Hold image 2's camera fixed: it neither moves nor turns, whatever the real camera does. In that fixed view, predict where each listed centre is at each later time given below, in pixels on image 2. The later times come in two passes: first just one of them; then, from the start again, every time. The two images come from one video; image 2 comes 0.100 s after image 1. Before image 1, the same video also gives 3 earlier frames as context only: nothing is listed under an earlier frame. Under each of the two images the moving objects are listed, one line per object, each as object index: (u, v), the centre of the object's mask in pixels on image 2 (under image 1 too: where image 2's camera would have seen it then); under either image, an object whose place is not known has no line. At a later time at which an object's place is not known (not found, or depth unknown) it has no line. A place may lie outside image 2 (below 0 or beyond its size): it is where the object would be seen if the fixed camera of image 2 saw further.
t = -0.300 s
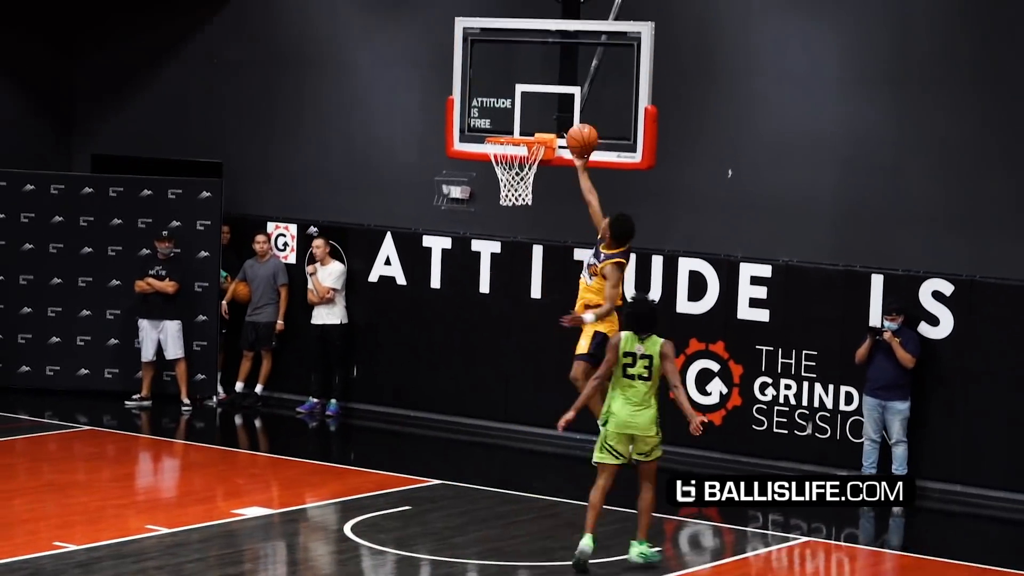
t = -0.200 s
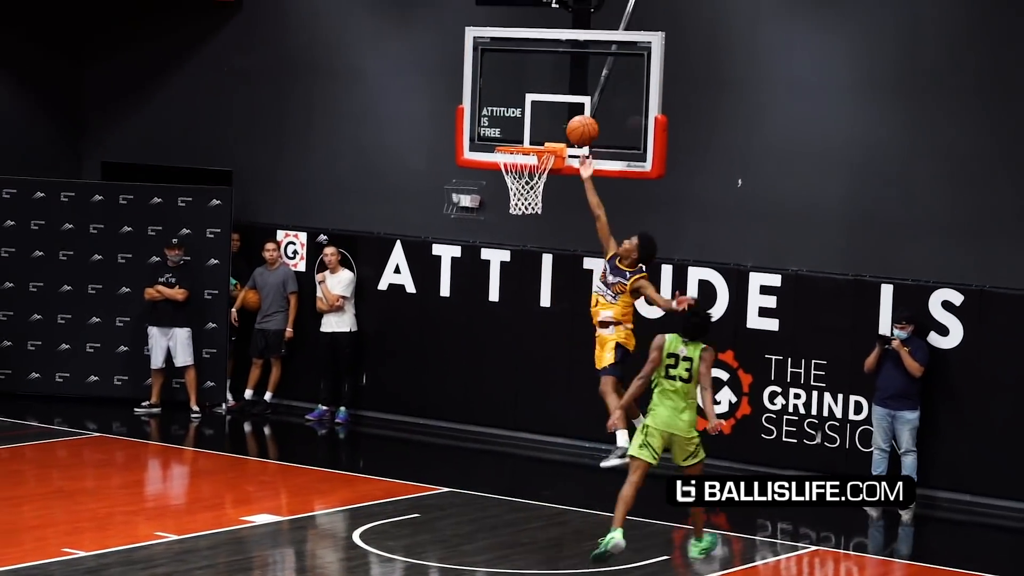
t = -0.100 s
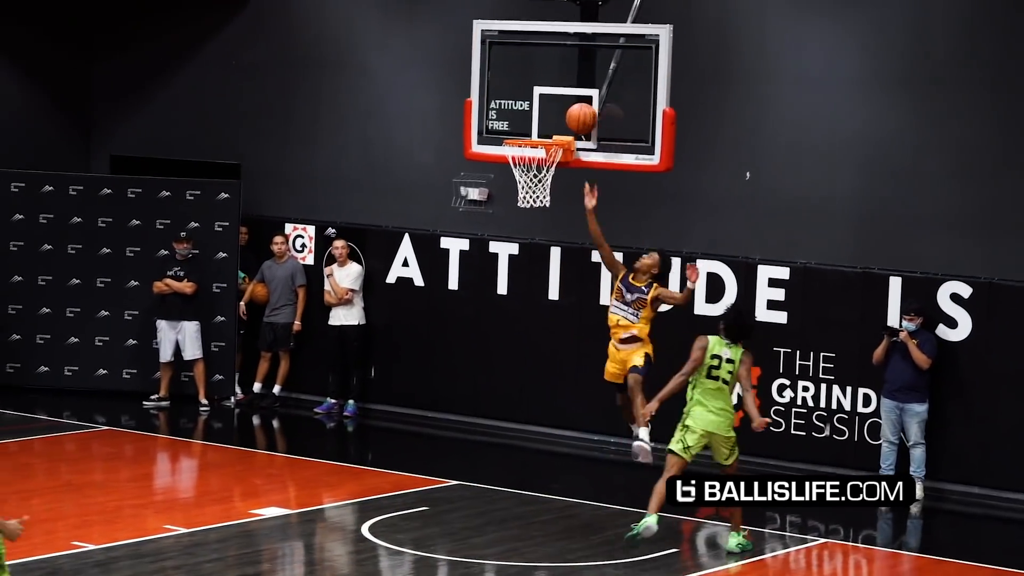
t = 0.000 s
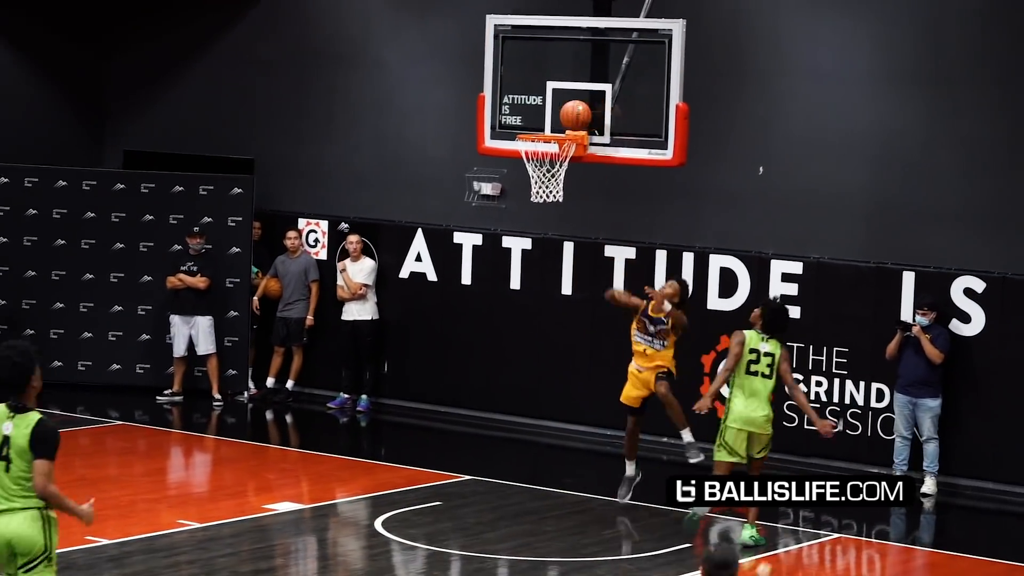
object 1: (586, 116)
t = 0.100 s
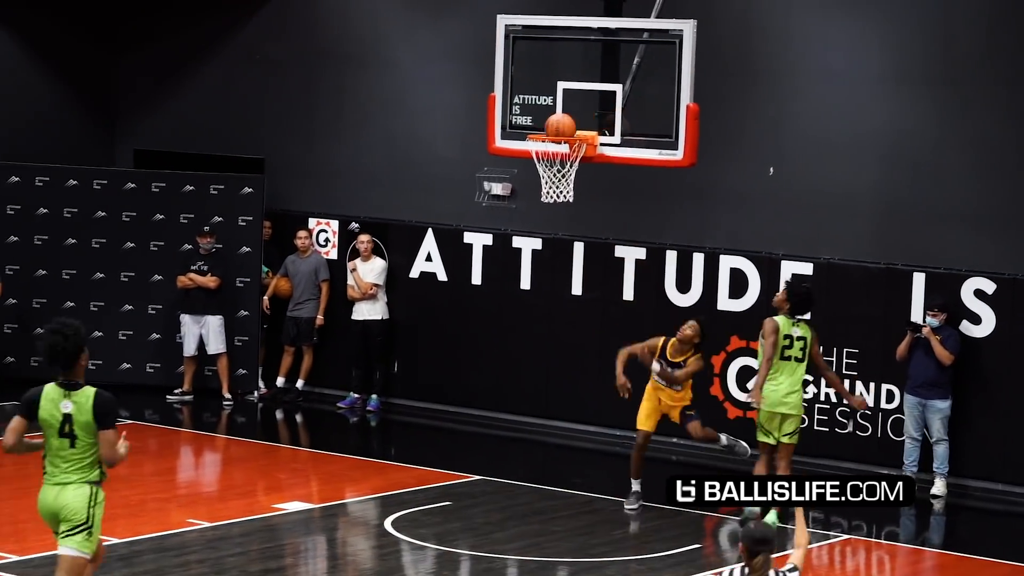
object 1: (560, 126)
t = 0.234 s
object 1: (545, 162)
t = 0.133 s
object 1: (551, 135)
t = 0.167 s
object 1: (542, 145)
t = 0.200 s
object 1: (543, 154)
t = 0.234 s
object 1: (545, 162)
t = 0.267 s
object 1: (546, 172)
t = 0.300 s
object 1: (548, 181)
